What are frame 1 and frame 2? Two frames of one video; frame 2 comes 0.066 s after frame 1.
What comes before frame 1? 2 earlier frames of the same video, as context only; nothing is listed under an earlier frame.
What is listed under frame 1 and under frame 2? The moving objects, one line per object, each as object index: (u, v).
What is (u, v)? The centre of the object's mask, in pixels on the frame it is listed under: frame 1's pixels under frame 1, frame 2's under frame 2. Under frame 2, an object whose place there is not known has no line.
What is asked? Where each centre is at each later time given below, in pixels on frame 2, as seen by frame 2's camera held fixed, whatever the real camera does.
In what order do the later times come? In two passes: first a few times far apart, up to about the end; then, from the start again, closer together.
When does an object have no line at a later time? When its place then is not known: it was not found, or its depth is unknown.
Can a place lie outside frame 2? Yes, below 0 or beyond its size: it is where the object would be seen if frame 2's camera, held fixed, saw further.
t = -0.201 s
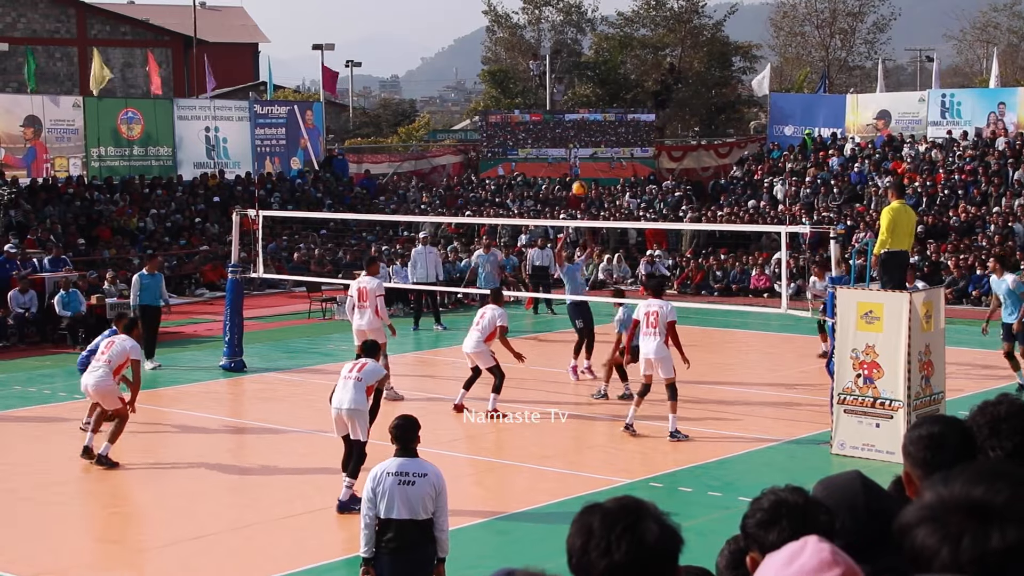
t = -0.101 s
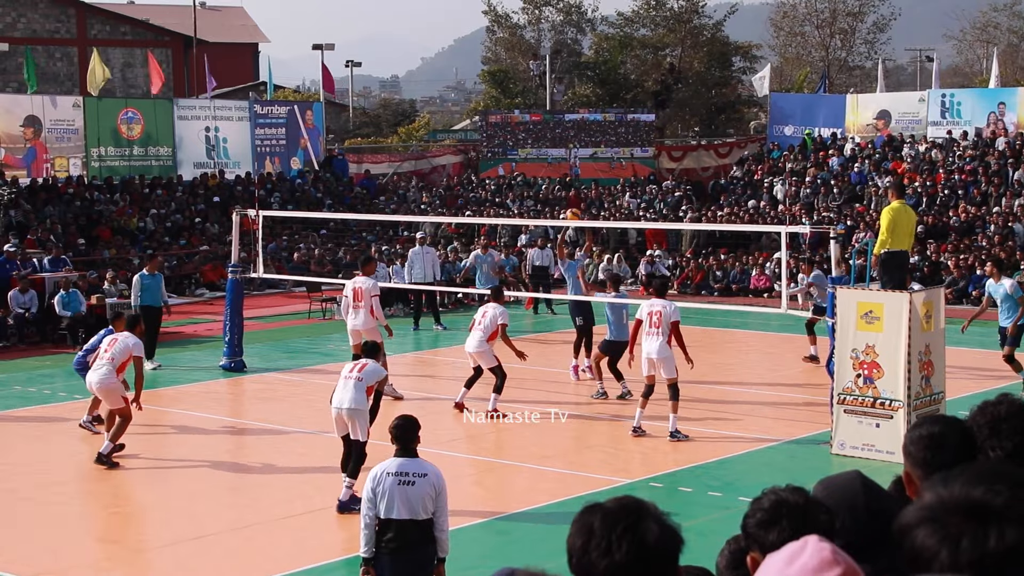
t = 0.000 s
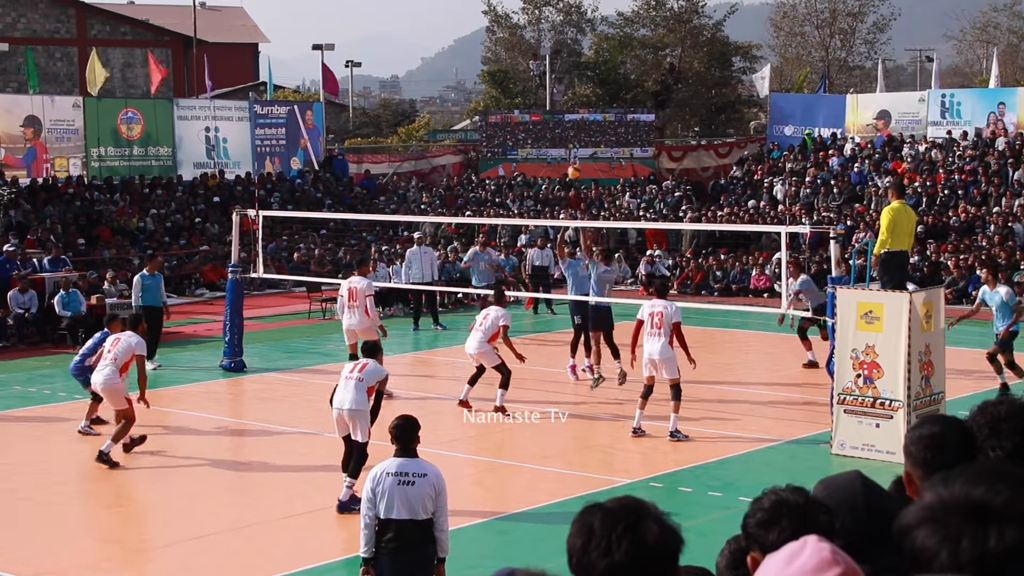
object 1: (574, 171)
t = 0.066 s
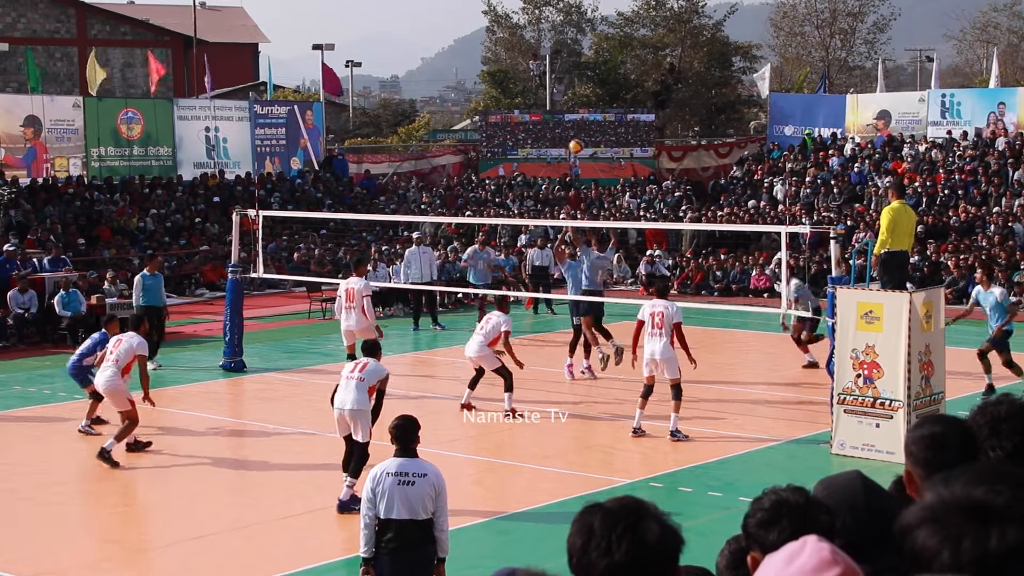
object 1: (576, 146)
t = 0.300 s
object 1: (579, 79)
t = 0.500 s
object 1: (584, 53)
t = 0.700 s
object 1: (589, 57)
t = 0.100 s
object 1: (576, 134)
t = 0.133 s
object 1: (576, 124)
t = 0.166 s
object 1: (578, 113)
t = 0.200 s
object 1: (578, 103)
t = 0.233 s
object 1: (578, 95)
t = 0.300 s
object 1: (579, 79)
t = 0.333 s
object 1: (580, 73)
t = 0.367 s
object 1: (581, 67)
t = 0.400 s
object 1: (582, 63)
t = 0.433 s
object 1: (583, 59)
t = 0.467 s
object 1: (583, 56)
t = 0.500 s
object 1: (584, 53)
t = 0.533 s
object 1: (585, 52)
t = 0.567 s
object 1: (586, 51)
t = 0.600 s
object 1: (586, 51)
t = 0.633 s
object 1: (587, 52)
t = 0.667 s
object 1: (588, 53)
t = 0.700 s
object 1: (589, 57)
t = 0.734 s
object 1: (590, 61)
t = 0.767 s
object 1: (593, 68)
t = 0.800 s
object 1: (594, 73)
